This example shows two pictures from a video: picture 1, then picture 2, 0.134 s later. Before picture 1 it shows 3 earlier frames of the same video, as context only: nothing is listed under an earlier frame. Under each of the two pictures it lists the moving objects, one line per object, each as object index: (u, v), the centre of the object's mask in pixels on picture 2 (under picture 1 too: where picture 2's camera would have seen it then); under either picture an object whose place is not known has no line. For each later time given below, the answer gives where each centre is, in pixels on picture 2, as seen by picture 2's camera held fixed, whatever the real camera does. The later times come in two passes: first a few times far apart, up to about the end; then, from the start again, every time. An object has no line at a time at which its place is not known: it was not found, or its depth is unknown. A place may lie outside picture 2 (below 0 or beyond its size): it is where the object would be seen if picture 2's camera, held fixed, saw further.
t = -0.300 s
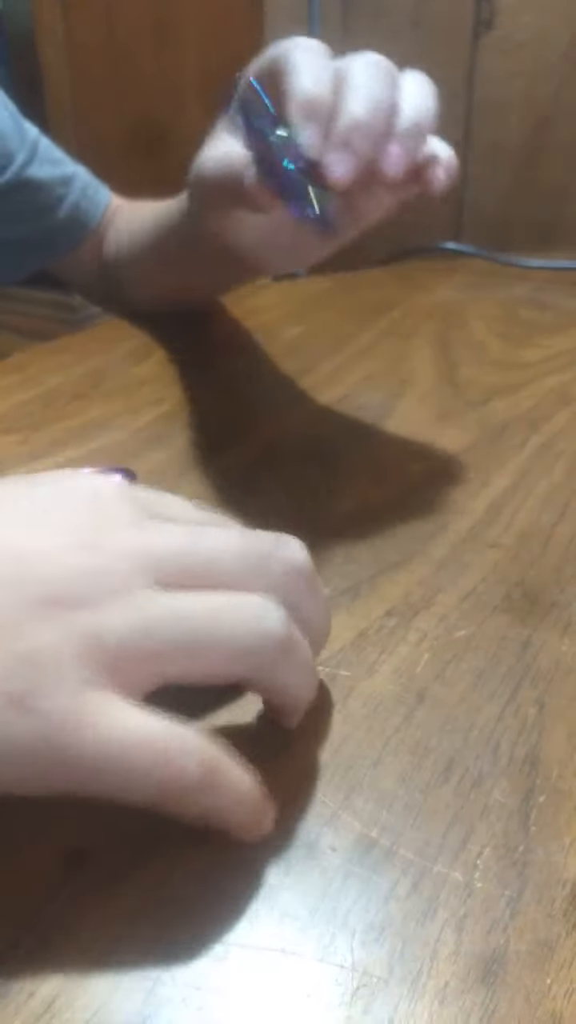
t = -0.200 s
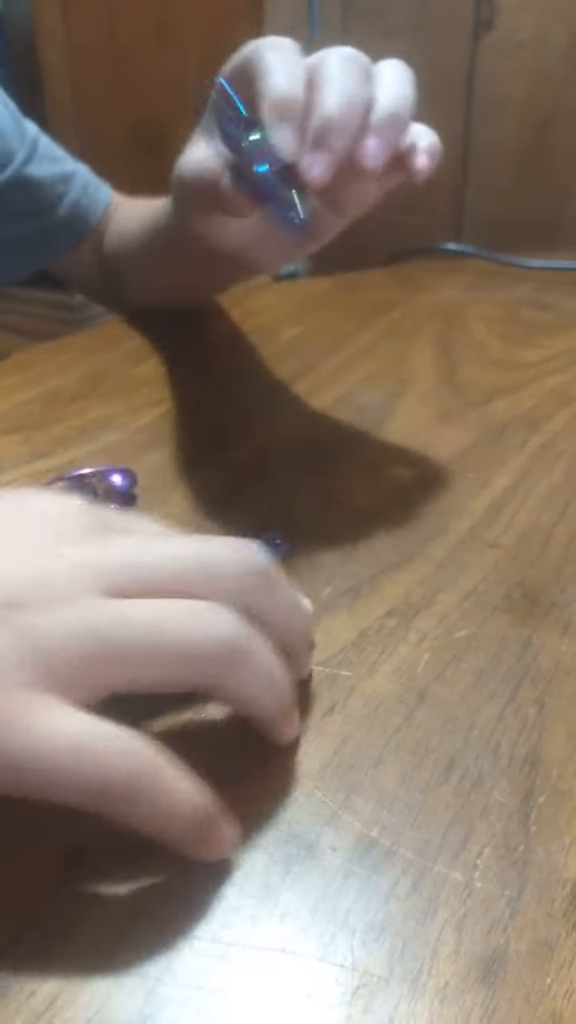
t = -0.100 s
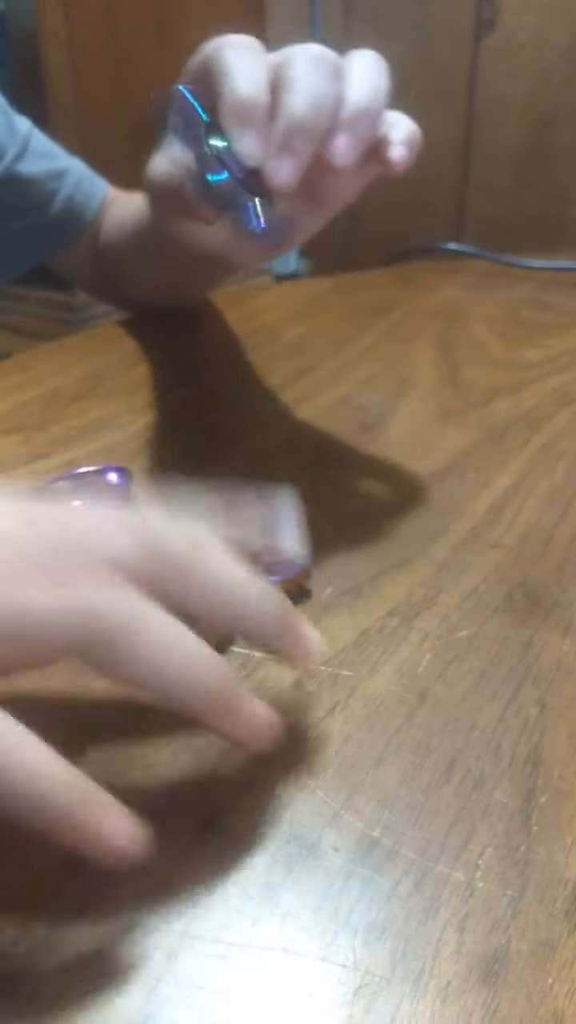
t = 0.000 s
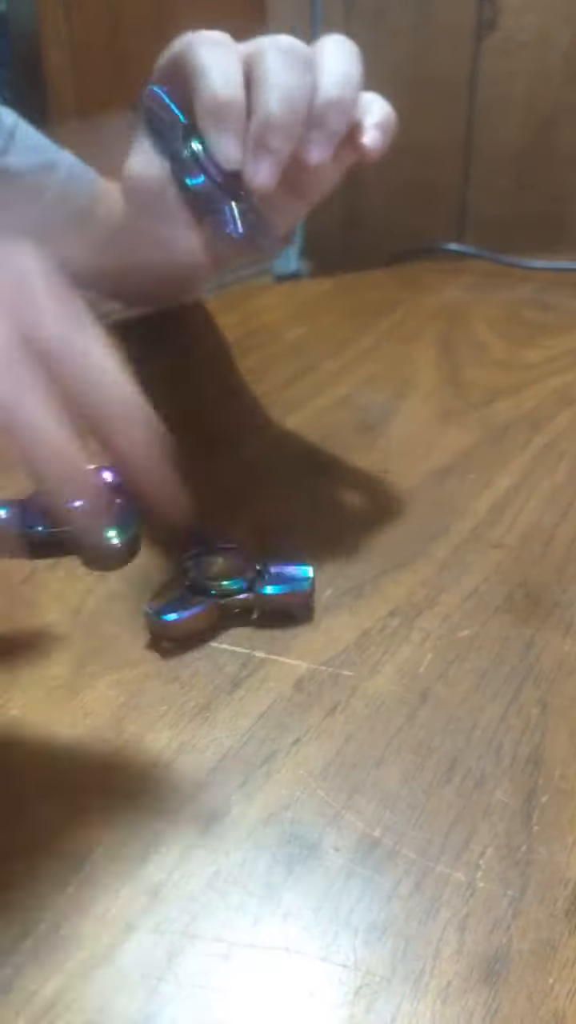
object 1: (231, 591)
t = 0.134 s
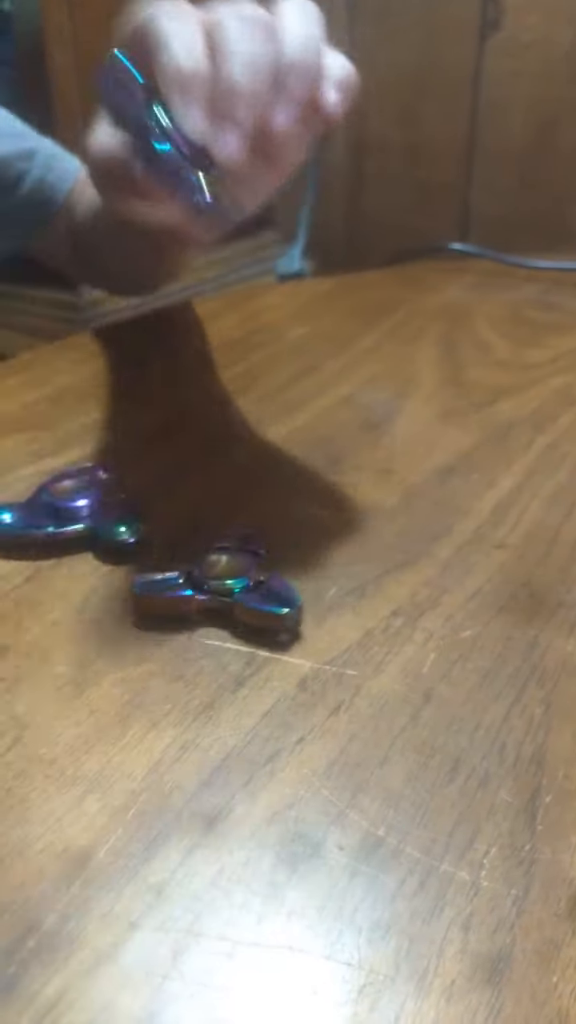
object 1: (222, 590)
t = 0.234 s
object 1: (225, 588)
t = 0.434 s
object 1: (233, 591)
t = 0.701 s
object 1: (218, 590)
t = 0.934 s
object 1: (230, 589)
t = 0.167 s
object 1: (224, 589)
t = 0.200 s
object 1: (225, 589)
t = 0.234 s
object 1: (225, 588)
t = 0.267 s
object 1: (228, 586)
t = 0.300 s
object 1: (230, 587)
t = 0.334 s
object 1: (232, 588)
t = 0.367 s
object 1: (236, 589)
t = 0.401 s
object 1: (236, 590)
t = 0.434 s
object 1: (233, 591)
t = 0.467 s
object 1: (232, 591)
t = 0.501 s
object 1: (228, 592)
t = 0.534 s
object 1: (226, 591)
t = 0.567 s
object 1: (225, 591)
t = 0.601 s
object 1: (221, 594)
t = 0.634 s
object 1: (219, 593)
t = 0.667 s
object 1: (218, 592)
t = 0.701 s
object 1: (218, 590)
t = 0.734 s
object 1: (219, 590)
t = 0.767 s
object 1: (222, 588)
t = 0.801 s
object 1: (224, 588)
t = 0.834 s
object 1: (225, 587)
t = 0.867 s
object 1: (228, 587)
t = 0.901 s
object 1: (230, 588)
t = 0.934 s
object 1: (230, 589)
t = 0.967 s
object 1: (229, 589)
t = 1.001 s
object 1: (225, 592)
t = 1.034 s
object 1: (223, 591)
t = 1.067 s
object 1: (219, 592)
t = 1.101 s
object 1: (217, 590)
